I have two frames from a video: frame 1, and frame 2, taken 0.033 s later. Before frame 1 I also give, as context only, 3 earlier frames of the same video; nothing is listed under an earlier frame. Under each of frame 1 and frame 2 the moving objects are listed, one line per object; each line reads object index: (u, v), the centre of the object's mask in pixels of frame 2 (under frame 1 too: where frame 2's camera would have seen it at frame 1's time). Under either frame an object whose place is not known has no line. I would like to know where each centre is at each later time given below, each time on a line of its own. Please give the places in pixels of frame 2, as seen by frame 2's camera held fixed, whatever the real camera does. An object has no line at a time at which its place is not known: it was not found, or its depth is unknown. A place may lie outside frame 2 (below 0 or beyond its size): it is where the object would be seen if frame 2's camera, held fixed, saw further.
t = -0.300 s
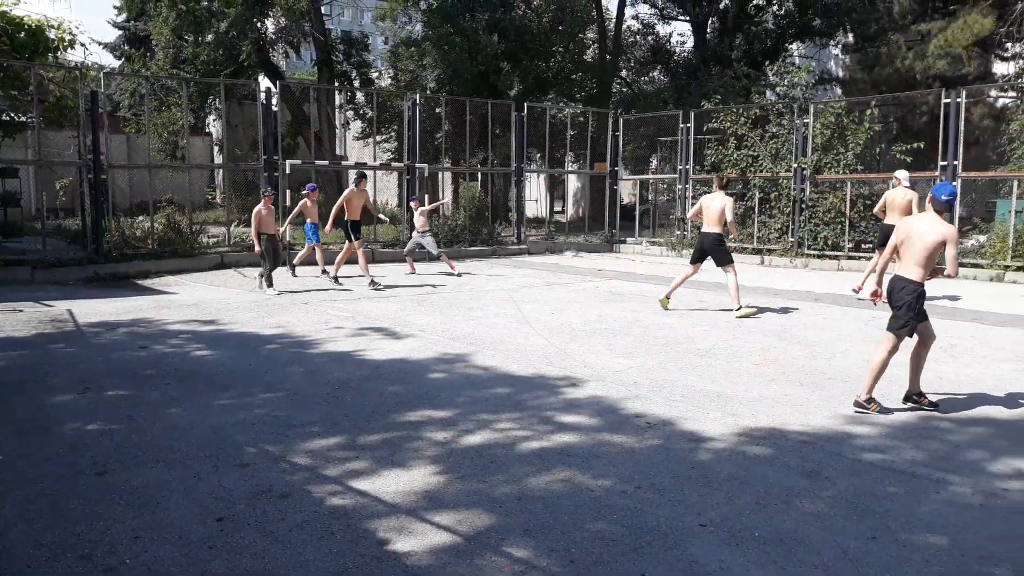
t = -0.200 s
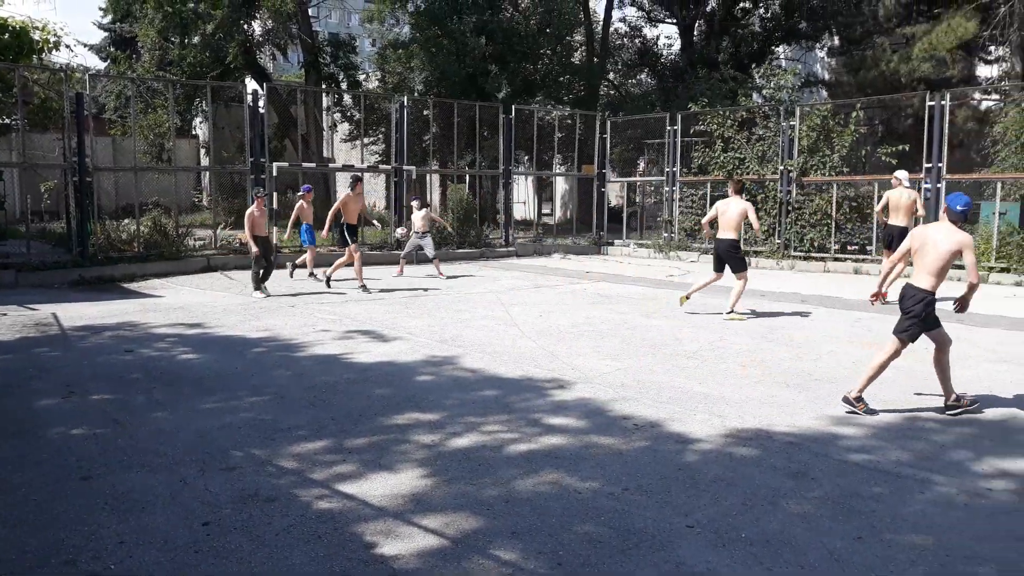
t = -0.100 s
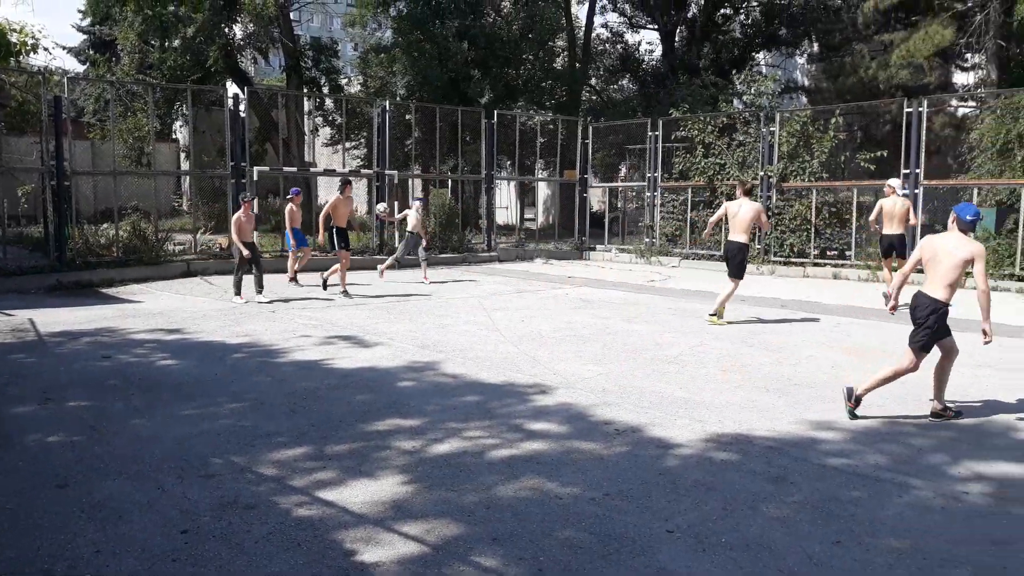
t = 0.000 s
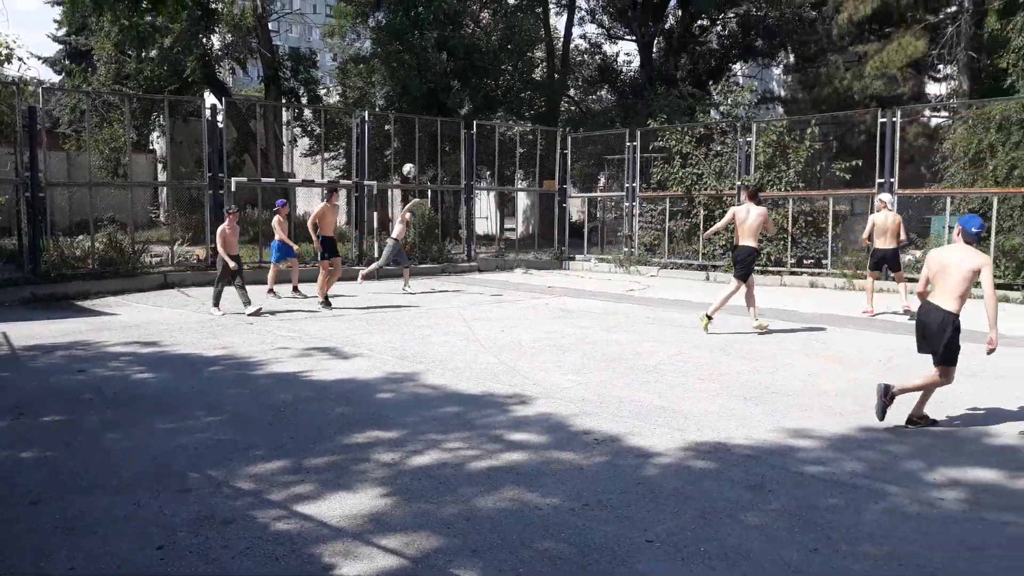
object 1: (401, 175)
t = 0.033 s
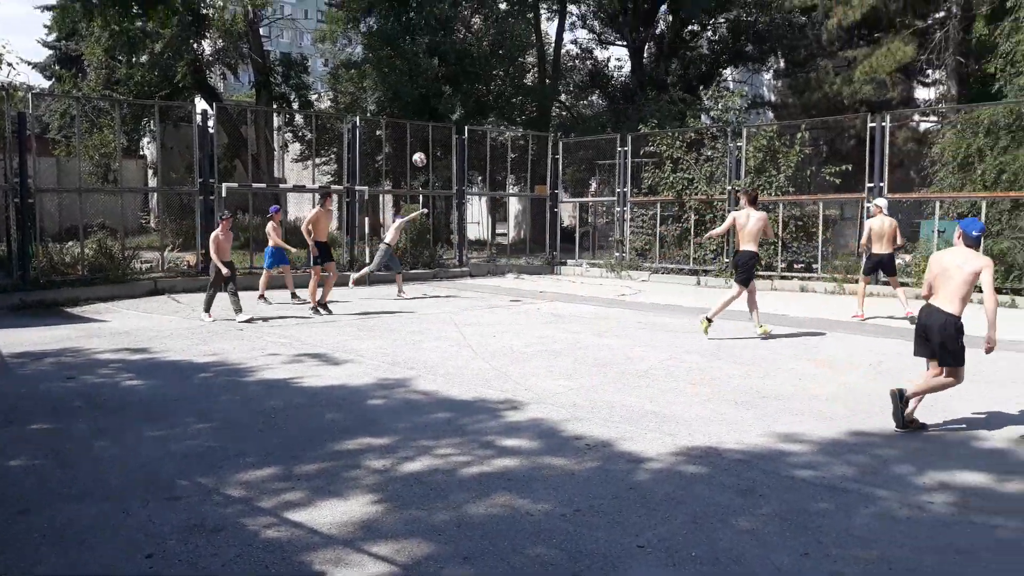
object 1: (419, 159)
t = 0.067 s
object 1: (438, 144)
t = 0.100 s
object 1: (456, 128)
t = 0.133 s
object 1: (475, 112)
